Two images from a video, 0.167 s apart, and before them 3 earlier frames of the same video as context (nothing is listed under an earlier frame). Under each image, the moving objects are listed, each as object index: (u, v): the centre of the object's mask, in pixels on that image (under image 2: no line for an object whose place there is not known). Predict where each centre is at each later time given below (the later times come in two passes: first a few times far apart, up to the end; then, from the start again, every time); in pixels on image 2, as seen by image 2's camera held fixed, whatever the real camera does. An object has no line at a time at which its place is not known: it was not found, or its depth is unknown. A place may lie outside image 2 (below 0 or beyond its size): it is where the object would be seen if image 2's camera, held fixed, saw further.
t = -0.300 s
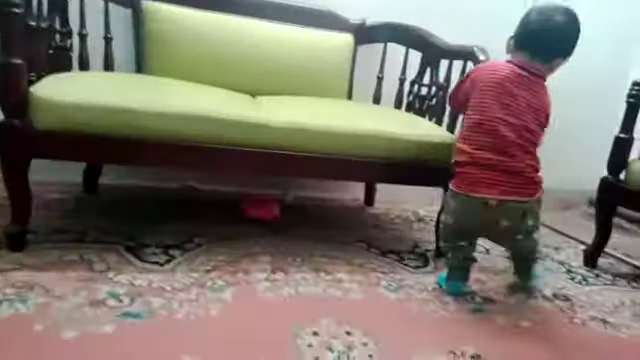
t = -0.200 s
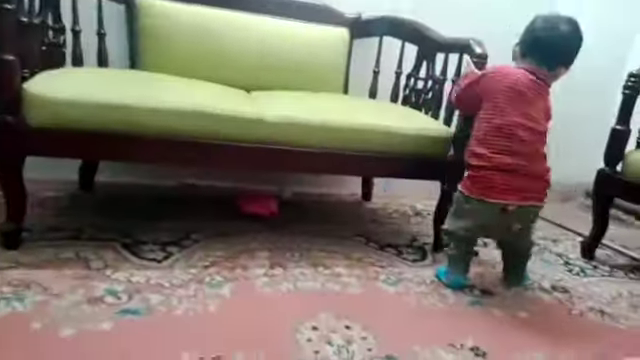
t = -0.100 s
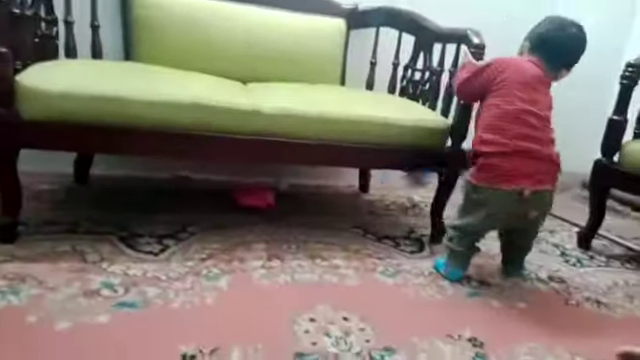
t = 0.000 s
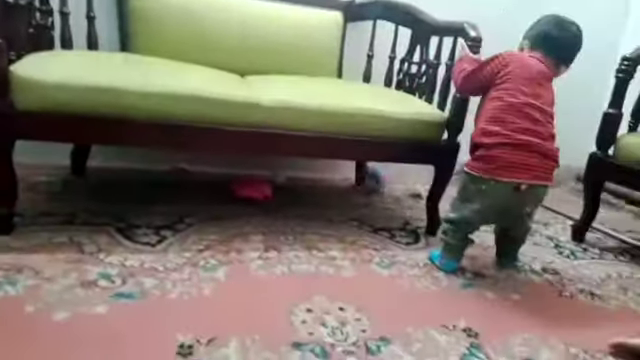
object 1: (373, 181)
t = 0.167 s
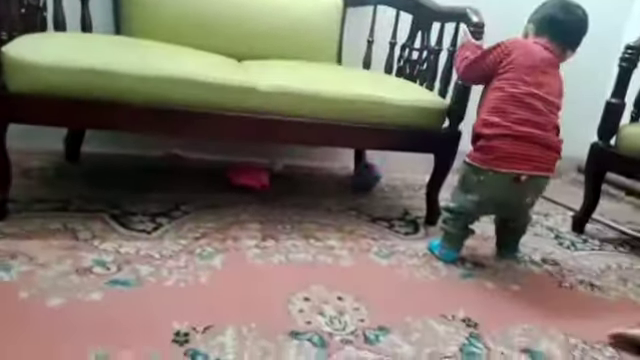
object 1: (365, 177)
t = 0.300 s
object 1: (365, 184)
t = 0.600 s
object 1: (358, 199)
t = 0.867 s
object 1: (354, 214)
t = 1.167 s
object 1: (352, 232)
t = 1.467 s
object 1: (360, 246)
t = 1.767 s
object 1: (365, 259)
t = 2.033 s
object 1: (364, 267)
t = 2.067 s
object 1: (362, 267)
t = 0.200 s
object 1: (365, 178)
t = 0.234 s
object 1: (364, 180)
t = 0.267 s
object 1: (365, 182)
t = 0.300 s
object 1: (365, 184)
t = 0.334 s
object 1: (364, 185)
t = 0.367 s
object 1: (362, 186)
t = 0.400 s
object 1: (362, 189)
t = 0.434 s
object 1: (360, 192)
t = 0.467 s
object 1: (360, 192)
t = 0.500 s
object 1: (359, 194)
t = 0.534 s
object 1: (359, 195)
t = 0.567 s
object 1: (360, 196)
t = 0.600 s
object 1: (358, 199)
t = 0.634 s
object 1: (358, 200)
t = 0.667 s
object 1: (357, 203)
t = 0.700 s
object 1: (357, 204)
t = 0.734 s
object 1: (357, 205)
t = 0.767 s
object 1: (356, 208)
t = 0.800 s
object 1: (355, 209)
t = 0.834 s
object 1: (354, 211)
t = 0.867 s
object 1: (354, 214)
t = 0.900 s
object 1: (354, 216)
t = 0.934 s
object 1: (354, 219)
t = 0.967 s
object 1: (353, 220)
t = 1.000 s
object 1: (353, 221)
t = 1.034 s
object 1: (353, 224)
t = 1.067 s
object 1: (353, 226)
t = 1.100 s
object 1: (352, 229)
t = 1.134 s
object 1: (352, 230)
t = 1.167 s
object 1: (352, 232)
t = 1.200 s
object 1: (351, 233)
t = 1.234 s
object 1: (352, 235)
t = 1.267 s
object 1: (352, 236)
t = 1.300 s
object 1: (354, 238)
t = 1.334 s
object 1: (355, 239)
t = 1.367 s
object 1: (356, 241)
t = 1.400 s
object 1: (358, 243)
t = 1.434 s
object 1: (359, 245)
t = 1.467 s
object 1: (360, 246)
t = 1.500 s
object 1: (361, 247)
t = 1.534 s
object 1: (362, 249)
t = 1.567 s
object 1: (362, 250)
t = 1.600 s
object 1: (363, 252)
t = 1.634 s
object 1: (363, 253)
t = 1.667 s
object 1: (364, 255)
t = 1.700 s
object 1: (364, 256)
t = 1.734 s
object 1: (365, 258)
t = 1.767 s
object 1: (365, 259)
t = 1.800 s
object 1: (365, 261)
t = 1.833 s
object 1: (366, 262)
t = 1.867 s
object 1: (366, 262)
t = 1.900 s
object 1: (366, 263)
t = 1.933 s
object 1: (365, 264)
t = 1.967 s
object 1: (365, 265)
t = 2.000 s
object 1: (364, 266)
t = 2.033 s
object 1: (364, 267)
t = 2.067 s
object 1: (362, 267)
